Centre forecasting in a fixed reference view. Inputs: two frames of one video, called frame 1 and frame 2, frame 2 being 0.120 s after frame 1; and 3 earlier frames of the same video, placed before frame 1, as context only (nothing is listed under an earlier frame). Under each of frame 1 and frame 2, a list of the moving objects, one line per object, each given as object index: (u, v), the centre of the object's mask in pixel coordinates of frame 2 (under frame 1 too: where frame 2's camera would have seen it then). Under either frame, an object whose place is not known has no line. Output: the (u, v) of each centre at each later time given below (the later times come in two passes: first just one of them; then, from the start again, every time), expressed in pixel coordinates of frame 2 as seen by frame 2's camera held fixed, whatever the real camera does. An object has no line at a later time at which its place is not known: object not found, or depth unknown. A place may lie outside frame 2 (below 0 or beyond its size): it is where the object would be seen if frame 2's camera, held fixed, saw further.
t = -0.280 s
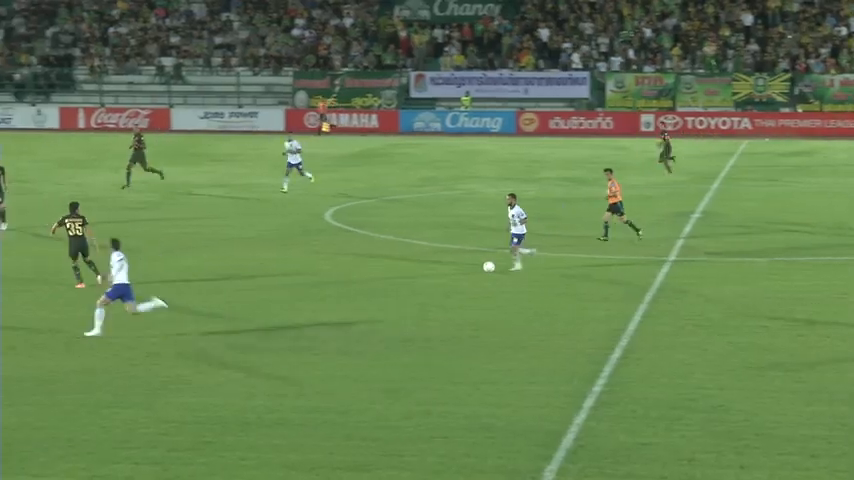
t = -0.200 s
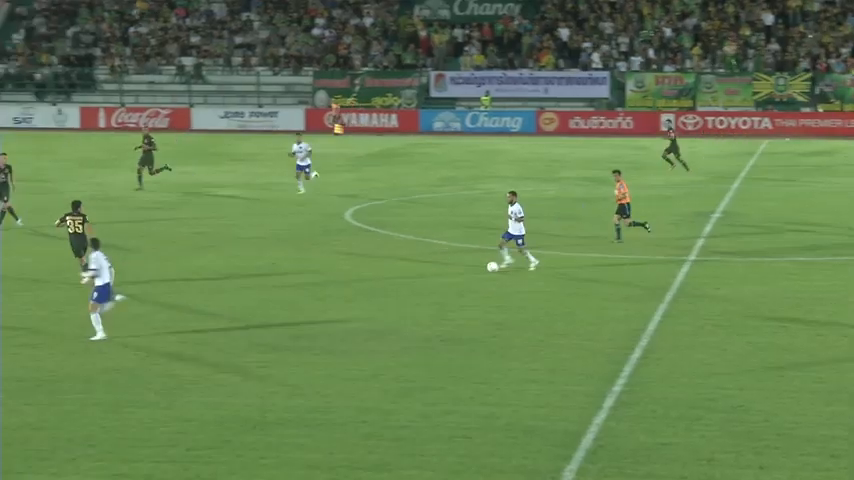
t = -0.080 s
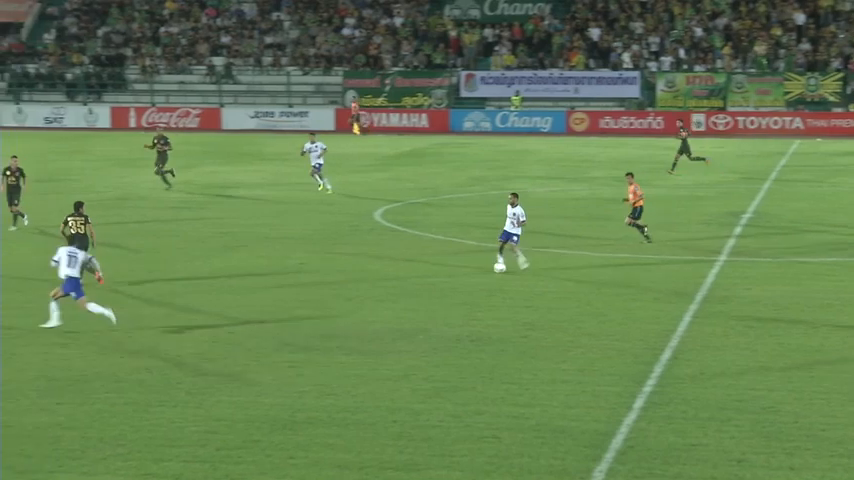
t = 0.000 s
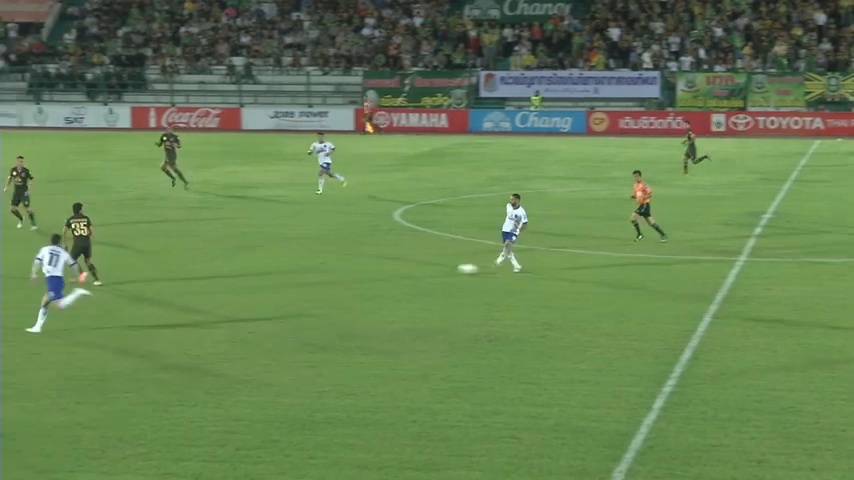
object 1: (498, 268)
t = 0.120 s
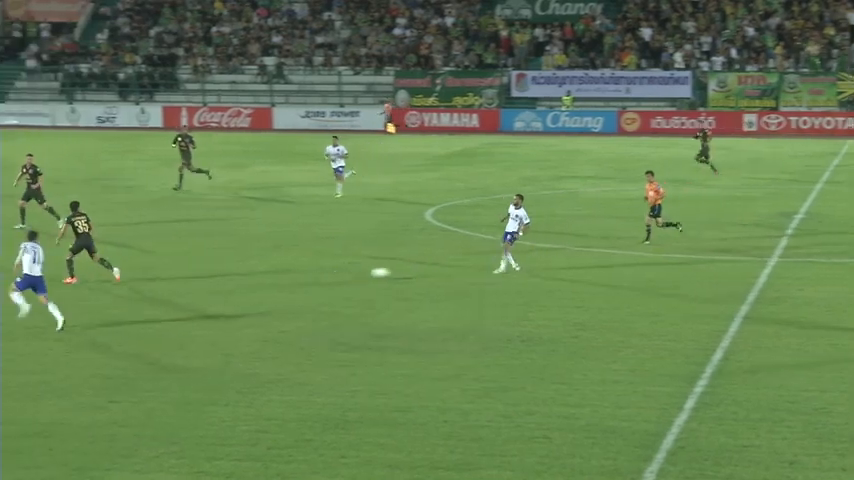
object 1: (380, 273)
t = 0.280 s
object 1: (229, 279)
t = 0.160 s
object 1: (341, 275)
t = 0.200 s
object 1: (303, 277)
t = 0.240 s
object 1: (266, 278)
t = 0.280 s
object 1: (229, 279)
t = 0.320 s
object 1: (192, 280)
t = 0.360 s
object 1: (154, 284)
